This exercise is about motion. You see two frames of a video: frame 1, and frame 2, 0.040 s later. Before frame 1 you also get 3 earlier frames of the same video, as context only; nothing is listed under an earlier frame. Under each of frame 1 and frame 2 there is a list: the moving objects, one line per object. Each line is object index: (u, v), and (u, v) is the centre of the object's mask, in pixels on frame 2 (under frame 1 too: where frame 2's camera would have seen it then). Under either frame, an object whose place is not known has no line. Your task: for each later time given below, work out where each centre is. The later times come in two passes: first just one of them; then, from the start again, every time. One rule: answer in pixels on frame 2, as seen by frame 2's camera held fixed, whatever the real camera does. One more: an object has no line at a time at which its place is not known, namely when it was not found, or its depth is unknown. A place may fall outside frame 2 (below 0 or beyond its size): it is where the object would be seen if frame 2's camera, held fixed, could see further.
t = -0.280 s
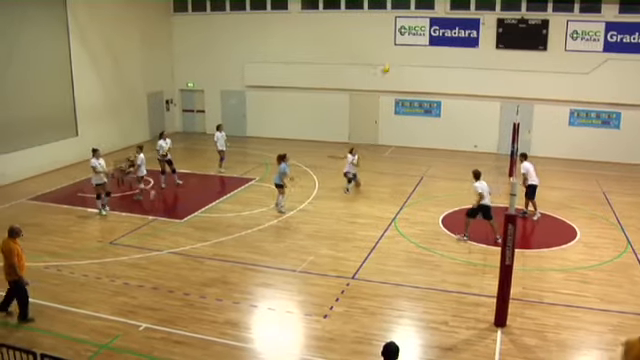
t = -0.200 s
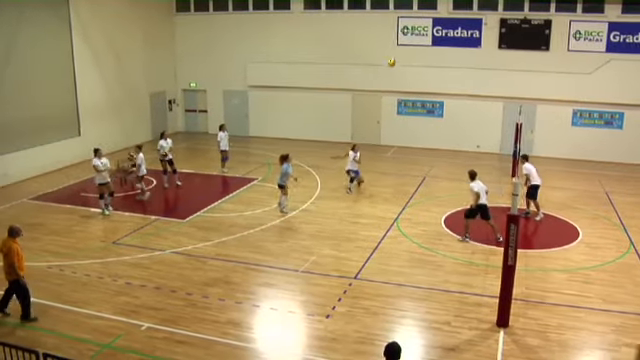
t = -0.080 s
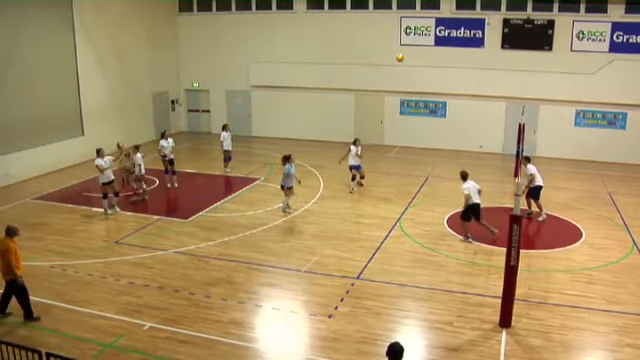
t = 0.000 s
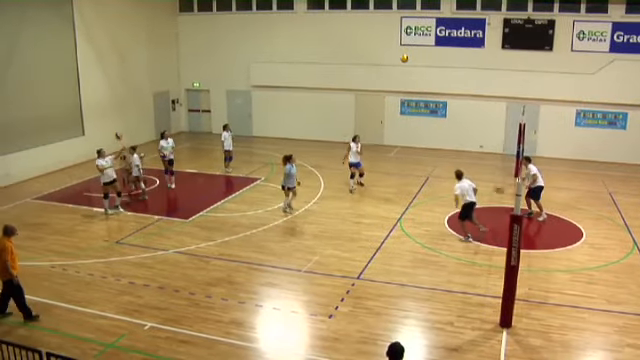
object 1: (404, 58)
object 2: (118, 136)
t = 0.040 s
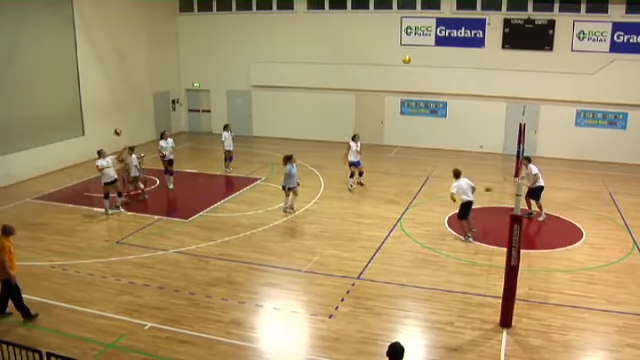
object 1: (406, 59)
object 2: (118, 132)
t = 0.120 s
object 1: (409, 65)
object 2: (115, 126)
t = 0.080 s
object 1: (408, 62)
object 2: (116, 129)
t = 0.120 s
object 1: (409, 65)
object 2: (115, 126)
